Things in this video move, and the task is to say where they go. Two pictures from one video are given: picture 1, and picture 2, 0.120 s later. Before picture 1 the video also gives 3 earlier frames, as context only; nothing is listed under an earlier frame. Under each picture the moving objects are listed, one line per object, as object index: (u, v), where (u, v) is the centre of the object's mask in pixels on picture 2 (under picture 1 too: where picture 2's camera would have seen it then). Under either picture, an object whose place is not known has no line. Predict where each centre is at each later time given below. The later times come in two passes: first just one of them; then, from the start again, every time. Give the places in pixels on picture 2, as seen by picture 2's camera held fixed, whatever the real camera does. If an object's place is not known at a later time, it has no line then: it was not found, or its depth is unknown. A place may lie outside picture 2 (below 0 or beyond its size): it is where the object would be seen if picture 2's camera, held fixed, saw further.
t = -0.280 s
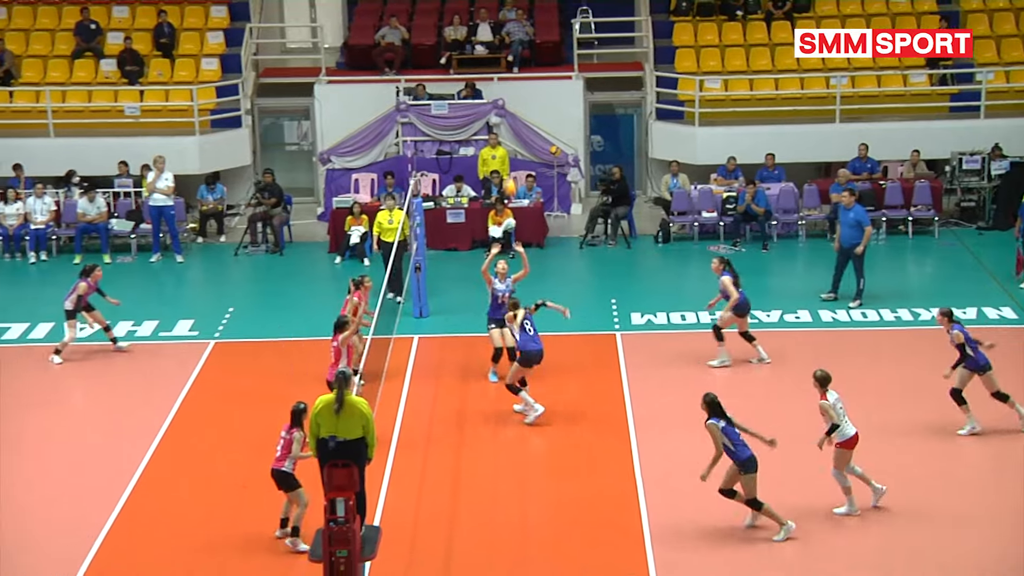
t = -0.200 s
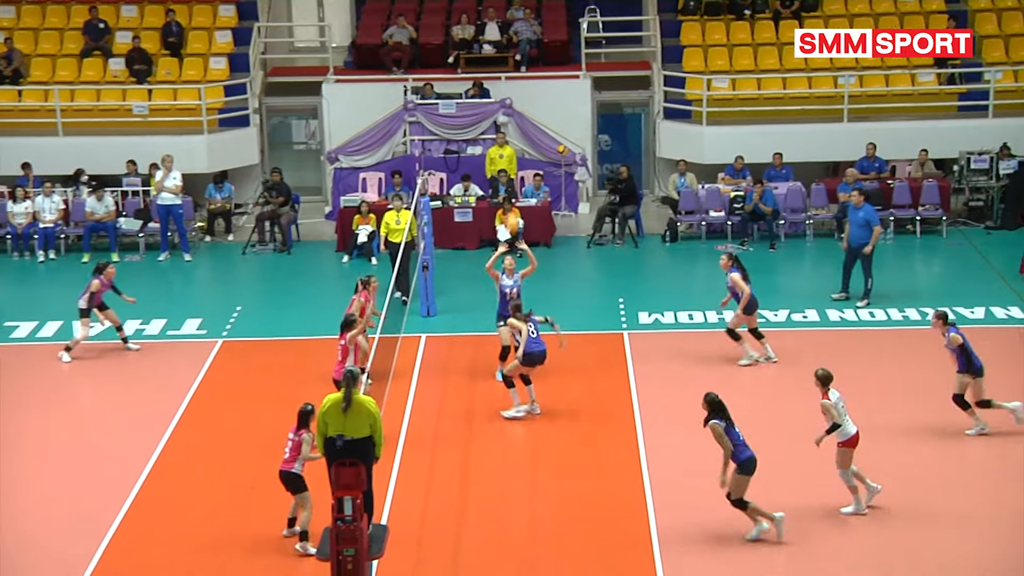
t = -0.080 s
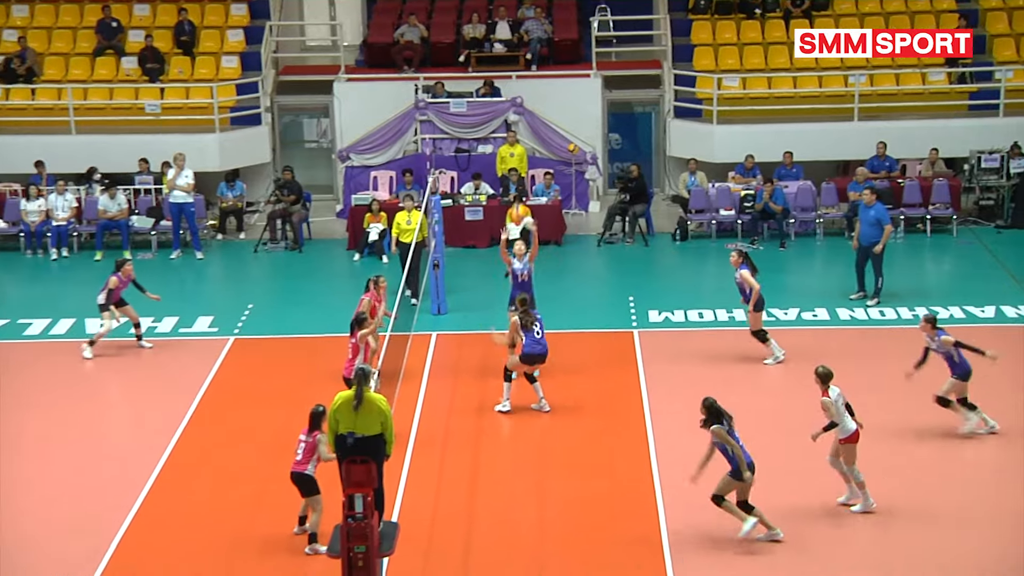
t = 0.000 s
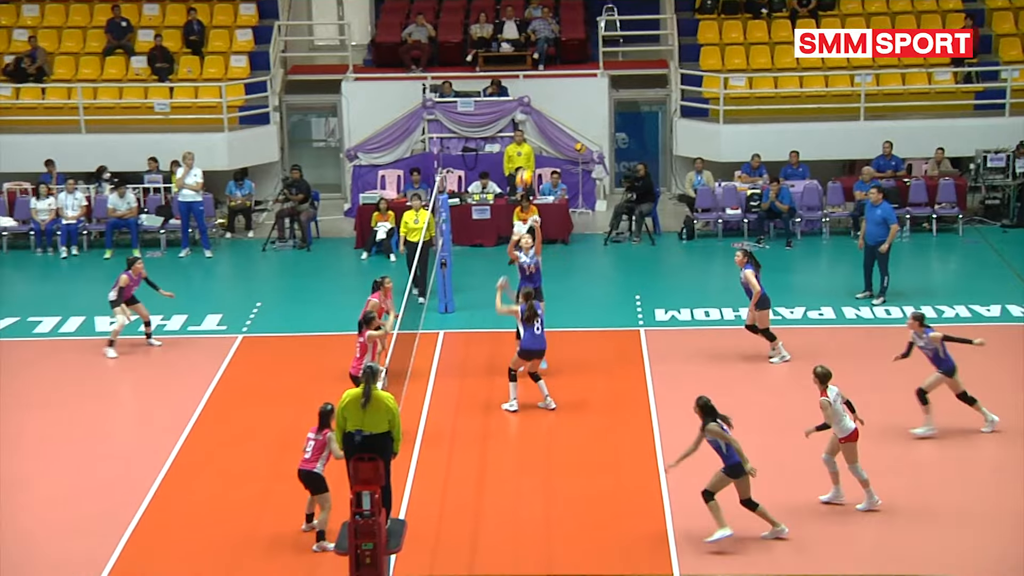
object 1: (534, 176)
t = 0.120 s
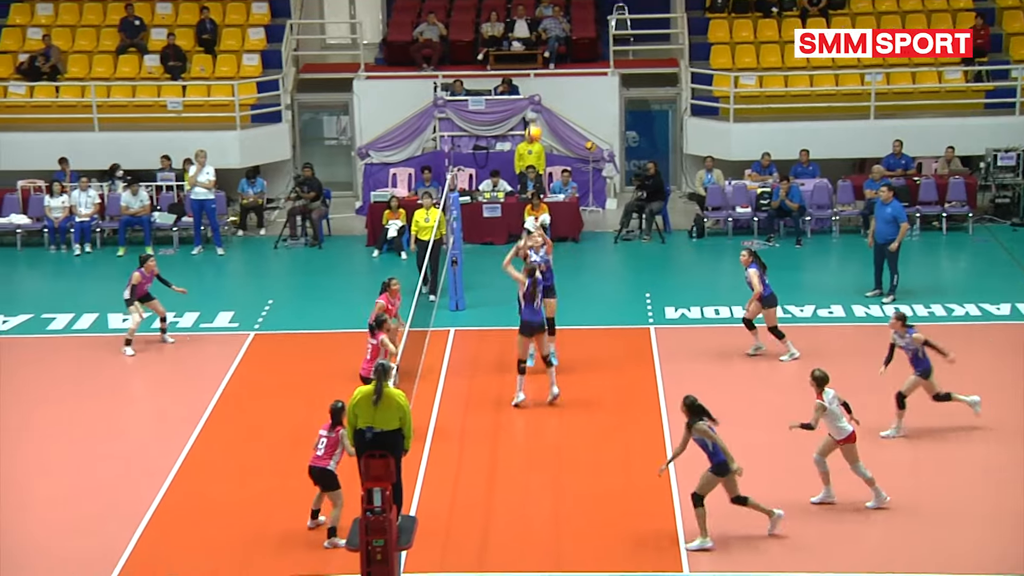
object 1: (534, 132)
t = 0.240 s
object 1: (534, 98)
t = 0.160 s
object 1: (533, 119)
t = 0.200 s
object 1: (533, 108)
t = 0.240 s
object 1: (534, 98)
